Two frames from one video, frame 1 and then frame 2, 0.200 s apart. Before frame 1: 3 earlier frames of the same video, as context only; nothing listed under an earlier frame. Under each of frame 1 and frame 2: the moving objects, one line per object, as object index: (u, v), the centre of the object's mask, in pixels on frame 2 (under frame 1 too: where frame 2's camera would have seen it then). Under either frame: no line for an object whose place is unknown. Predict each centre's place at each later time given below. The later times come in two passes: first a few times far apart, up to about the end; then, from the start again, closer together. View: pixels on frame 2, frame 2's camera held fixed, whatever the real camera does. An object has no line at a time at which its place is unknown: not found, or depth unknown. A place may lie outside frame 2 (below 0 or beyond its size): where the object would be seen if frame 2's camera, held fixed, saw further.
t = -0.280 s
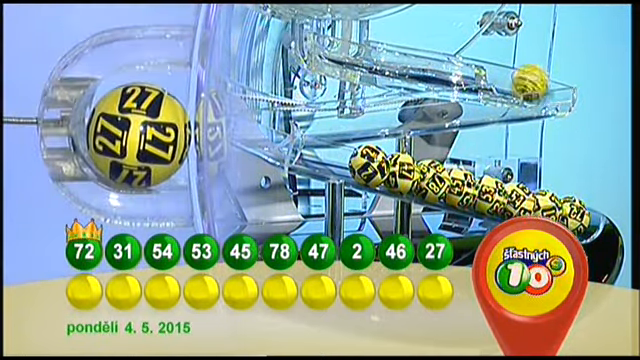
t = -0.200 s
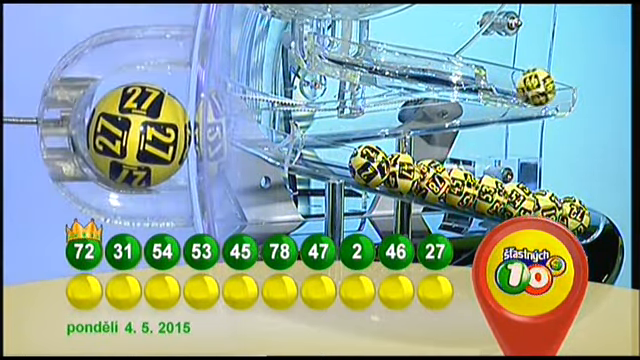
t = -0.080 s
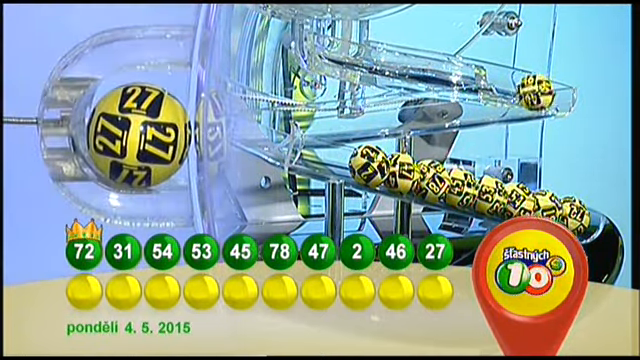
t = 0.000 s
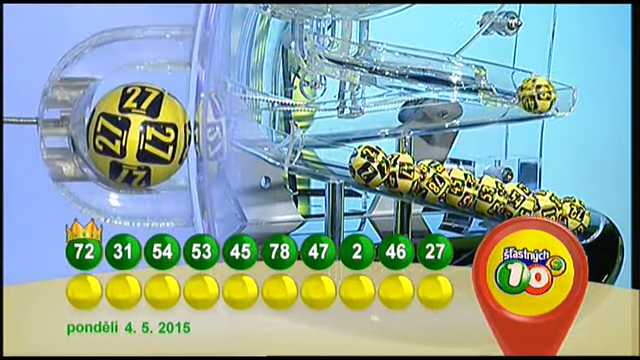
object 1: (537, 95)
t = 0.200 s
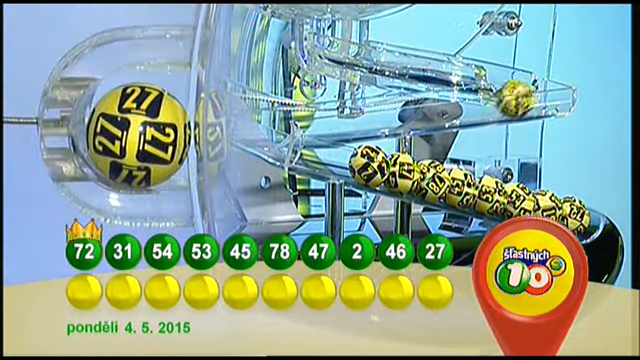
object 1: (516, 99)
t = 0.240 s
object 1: (510, 100)
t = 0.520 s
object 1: (457, 106)
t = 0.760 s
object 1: (395, 114)
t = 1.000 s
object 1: (314, 122)
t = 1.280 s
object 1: (292, 143)
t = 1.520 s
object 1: (318, 150)
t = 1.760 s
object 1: (337, 158)
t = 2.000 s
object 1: (337, 158)
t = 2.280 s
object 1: (337, 158)
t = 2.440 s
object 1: (337, 158)
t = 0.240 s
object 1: (510, 100)
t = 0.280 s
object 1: (502, 101)
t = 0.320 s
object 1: (495, 101)
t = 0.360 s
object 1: (490, 103)
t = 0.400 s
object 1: (483, 103)
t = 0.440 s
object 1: (474, 103)
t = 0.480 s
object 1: (465, 105)
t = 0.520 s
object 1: (457, 106)
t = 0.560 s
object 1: (448, 108)
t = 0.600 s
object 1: (438, 108)
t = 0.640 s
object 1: (428, 110)
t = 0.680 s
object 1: (418, 111)
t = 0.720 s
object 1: (406, 112)
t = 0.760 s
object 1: (395, 114)
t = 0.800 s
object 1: (382, 115)
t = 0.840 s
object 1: (368, 116)
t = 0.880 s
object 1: (356, 118)
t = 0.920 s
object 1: (343, 120)
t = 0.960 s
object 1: (328, 120)
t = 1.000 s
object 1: (314, 122)
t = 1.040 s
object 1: (299, 123)
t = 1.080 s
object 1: (283, 121)
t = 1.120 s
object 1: (268, 123)
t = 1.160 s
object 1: (264, 129)
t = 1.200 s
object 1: (271, 133)
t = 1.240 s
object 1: (280, 139)
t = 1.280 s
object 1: (292, 143)
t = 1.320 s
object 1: (302, 141)
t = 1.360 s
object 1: (306, 135)
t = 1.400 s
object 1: (309, 141)
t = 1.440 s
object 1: (315, 147)
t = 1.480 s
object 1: (315, 145)
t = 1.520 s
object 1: (318, 150)
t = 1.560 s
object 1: (323, 152)
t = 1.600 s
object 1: (330, 155)
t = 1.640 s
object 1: (337, 157)
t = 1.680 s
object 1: (337, 157)
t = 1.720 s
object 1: (337, 158)
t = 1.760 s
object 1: (337, 158)
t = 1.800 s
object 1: (337, 158)
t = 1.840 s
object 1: (337, 158)
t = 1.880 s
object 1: (337, 158)
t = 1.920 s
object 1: (337, 158)
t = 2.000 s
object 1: (337, 158)
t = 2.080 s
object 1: (337, 158)
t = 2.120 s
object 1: (337, 158)
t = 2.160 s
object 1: (337, 158)
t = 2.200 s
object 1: (337, 158)
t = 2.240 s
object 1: (337, 158)
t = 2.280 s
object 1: (337, 158)
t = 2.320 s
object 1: (337, 158)
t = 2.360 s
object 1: (337, 158)
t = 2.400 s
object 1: (337, 158)
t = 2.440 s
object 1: (337, 158)
